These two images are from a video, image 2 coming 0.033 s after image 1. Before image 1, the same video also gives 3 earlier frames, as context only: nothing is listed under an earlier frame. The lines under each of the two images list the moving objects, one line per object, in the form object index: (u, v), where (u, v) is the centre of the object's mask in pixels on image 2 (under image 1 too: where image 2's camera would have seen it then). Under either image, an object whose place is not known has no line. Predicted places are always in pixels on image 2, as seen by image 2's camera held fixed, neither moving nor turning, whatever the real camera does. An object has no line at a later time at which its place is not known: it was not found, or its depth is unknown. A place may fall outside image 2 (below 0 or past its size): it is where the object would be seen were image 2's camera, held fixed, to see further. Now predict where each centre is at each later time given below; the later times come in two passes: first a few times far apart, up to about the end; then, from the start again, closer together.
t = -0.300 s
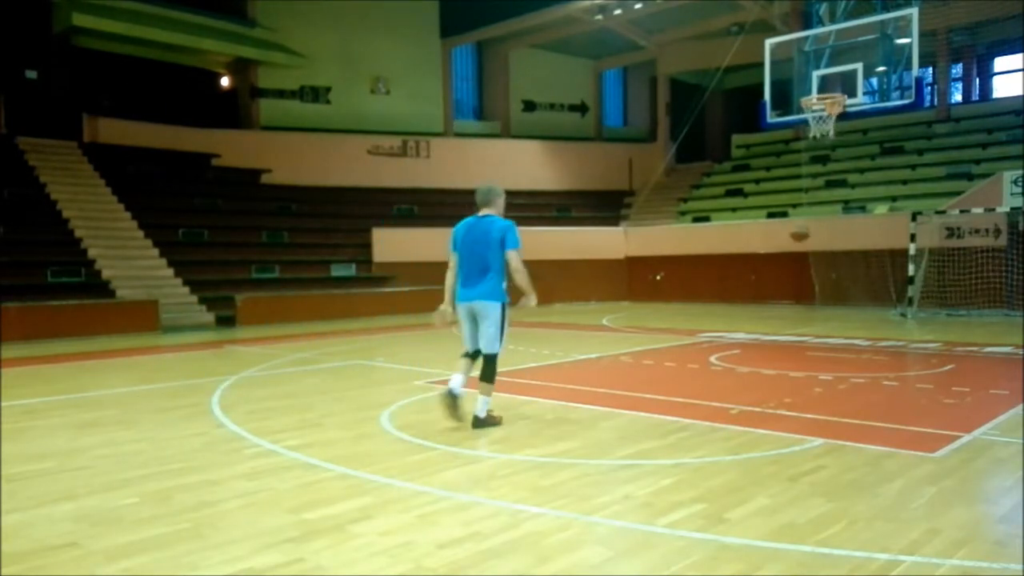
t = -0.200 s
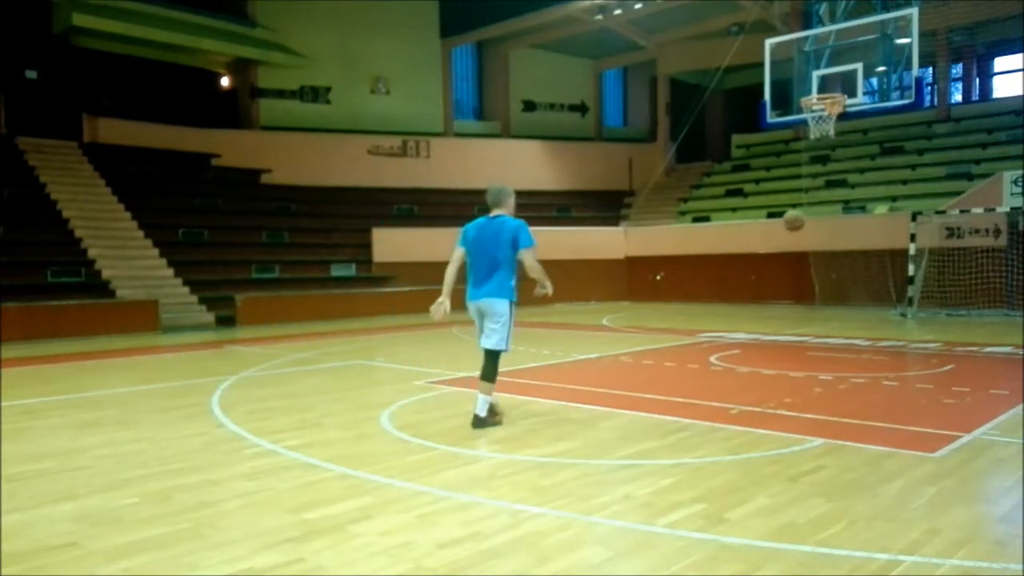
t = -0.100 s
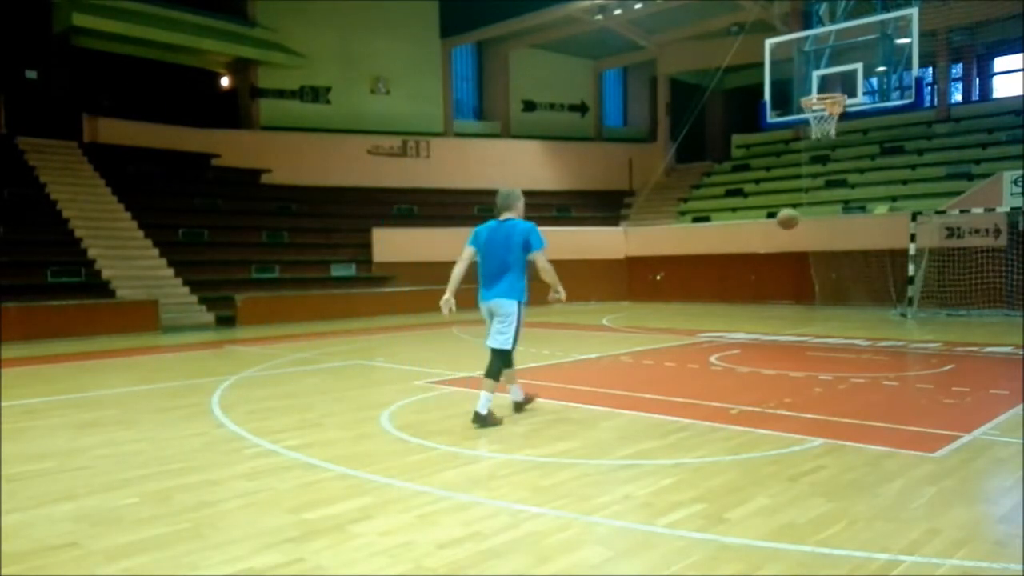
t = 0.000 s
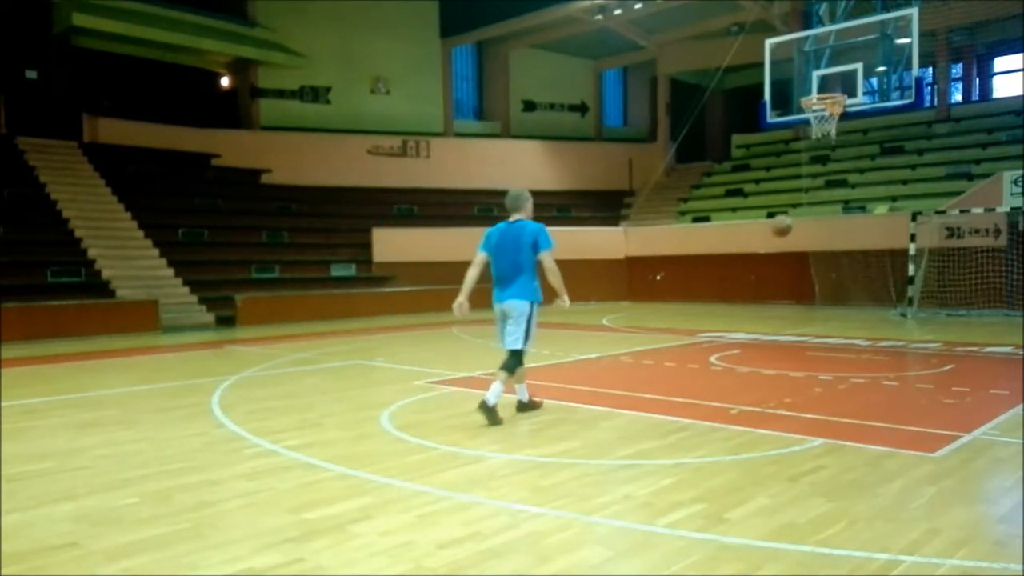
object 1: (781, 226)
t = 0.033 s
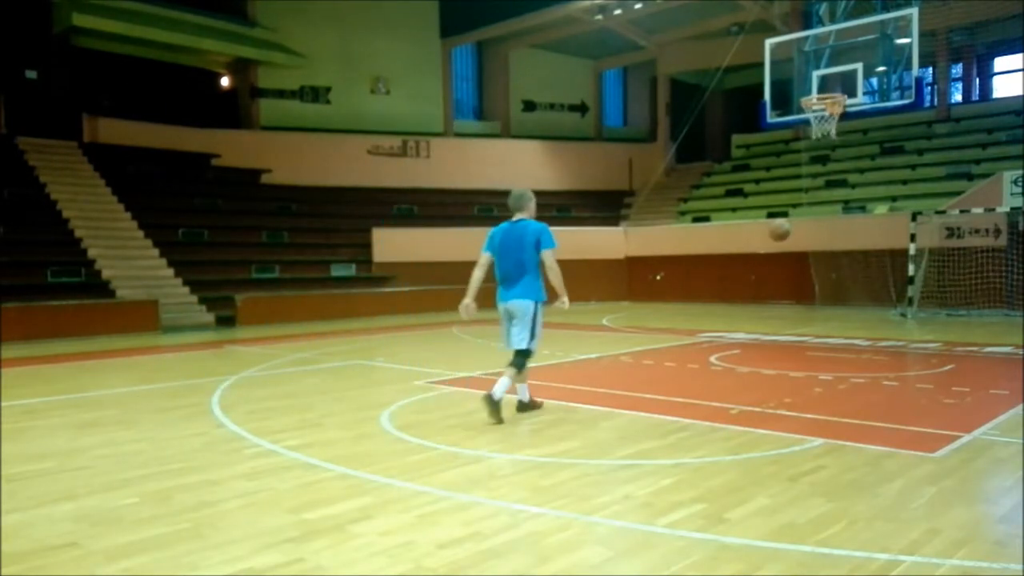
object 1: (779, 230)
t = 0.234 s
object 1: (766, 277)
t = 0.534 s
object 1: (749, 325)
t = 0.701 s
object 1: (741, 285)
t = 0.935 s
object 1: (729, 278)
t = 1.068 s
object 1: (723, 293)
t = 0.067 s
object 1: (777, 235)
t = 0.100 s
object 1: (774, 242)
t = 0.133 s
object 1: (773, 250)
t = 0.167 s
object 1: (770, 258)
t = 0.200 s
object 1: (768, 267)
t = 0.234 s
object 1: (766, 277)
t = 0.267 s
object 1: (764, 289)
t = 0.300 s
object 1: (762, 301)
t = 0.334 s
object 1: (760, 316)
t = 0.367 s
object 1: (758, 335)
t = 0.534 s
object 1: (749, 325)
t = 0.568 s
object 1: (746, 316)
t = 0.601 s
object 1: (745, 307)
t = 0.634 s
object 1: (744, 300)
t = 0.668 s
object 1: (742, 293)
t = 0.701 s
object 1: (741, 285)
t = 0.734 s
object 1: (739, 282)
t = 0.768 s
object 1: (737, 279)
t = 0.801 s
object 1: (736, 278)
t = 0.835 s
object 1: (734, 276)
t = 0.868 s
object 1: (733, 276)
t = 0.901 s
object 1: (731, 276)
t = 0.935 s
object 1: (729, 278)
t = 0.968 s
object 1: (728, 280)
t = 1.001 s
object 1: (726, 284)
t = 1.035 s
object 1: (724, 289)
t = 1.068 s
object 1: (723, 293)
